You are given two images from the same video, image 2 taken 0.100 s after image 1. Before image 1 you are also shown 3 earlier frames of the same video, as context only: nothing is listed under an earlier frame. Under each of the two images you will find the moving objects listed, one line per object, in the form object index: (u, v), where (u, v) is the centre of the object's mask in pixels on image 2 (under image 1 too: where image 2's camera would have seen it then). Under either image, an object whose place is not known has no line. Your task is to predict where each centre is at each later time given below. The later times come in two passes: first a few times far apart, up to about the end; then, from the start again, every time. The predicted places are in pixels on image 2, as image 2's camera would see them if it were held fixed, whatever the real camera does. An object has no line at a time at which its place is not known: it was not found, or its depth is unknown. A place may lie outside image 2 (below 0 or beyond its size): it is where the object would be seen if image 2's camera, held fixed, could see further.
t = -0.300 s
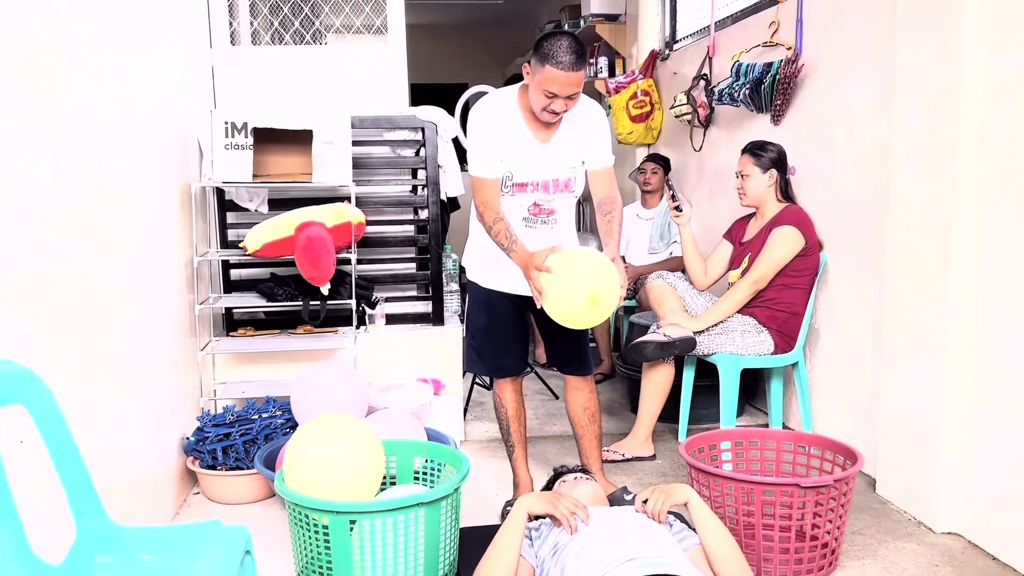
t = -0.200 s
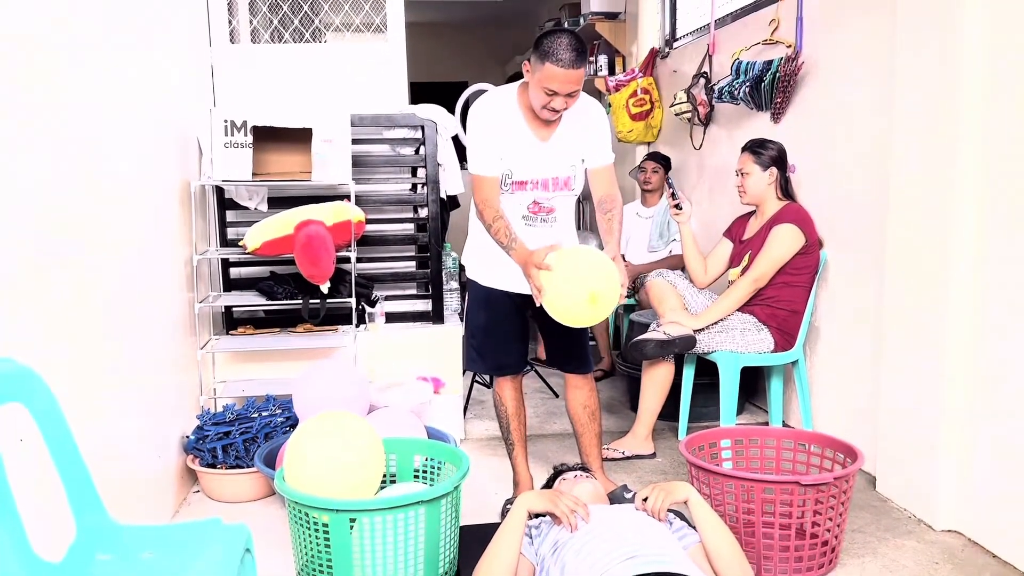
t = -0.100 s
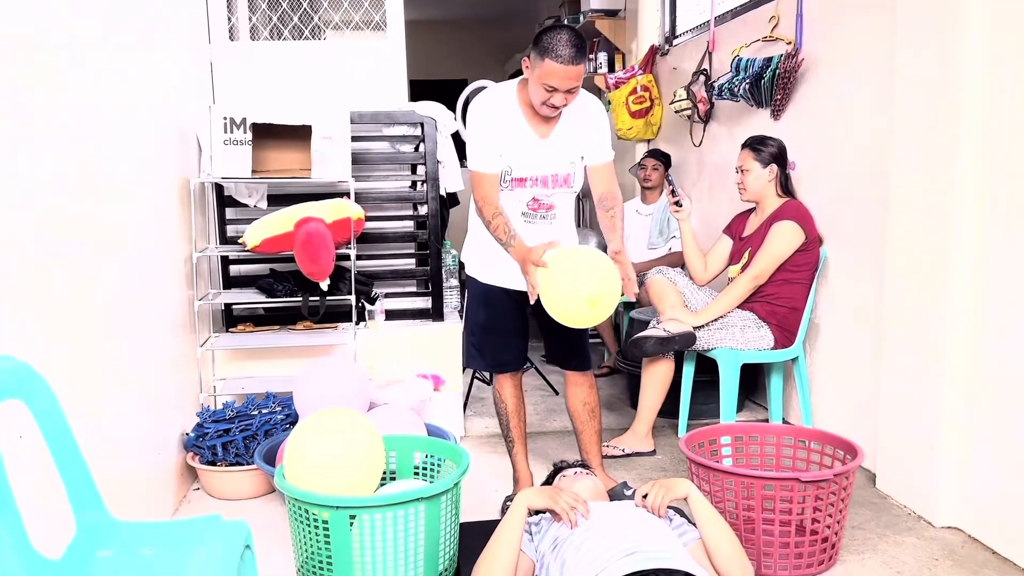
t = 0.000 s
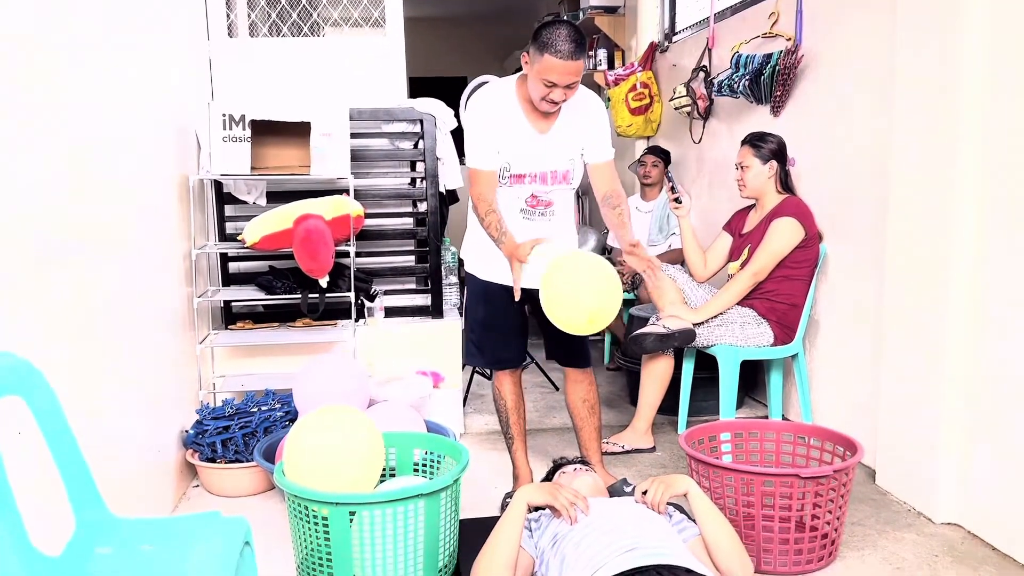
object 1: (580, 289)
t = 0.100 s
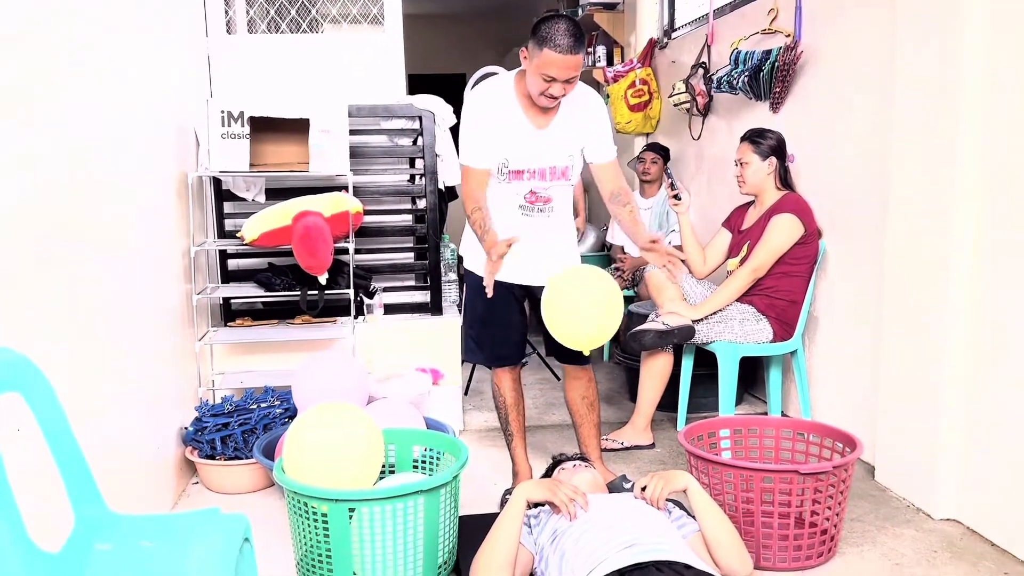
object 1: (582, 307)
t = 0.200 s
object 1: (585, 332)
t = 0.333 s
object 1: (590, 375)
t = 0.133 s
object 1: (583, 315)
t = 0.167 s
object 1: (584, 323)
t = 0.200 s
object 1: (585, 332)
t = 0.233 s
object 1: (586, 342)
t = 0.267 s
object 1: (587, 352)
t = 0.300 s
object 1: (589, 363)
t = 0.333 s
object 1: (590, 375)
